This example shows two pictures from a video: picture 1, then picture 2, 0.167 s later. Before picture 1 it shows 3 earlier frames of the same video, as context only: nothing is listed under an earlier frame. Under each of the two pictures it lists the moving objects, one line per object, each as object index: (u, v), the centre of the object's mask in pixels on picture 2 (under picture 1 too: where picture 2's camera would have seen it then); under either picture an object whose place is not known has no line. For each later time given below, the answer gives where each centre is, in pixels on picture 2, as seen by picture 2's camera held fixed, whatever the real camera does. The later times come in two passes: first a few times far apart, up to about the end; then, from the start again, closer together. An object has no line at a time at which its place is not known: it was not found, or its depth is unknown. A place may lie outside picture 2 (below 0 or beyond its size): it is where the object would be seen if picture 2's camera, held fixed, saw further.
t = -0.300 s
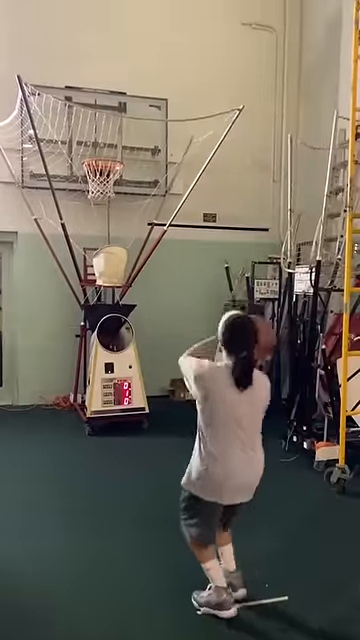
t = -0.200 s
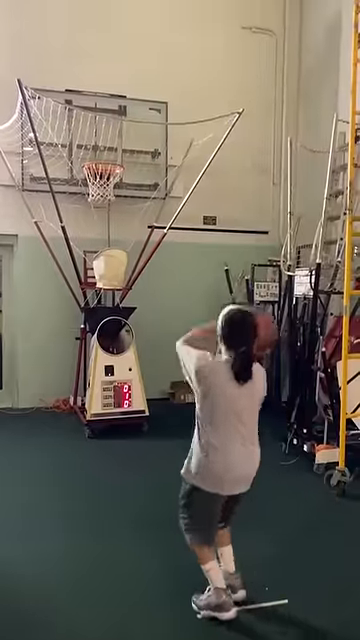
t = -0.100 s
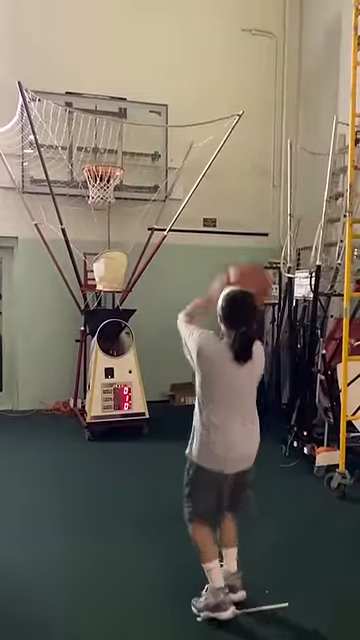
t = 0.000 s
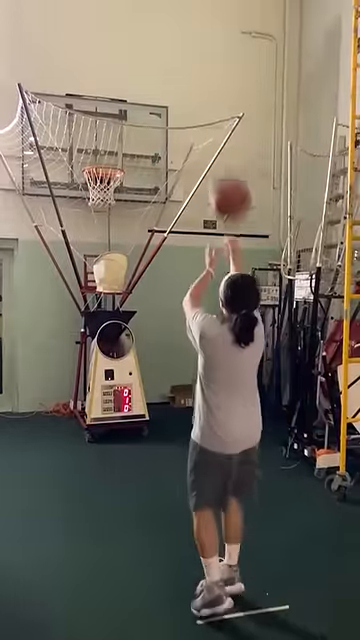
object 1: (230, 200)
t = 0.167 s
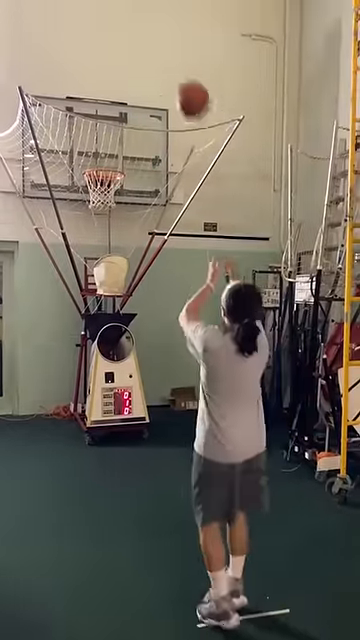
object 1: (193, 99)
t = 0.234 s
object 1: (181, 78)
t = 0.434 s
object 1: (152, 60)
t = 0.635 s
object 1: (131, 87)
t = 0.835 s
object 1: (115, 140)
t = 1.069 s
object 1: (105, 166)
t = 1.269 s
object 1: (102, 162)
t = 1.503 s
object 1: (107, 165)
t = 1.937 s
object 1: (109, 240)
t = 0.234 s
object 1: (181, 78)
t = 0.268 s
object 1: (175, 71)
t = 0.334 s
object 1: (165, 63)
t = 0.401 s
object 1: (156, 59)
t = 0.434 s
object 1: (152, 60)
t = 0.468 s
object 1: (148, 62)
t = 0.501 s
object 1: (145, 65)
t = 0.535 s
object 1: (141, 69)
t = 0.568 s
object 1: (137, 74)
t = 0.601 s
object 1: (134, 80)
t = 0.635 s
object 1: (131, 87)
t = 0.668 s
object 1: (128, 94)
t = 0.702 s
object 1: (125, 103)
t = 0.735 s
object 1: (121, 112)
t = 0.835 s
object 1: (115, 140)
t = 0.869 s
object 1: (113, 155)
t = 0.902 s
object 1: (109, 161)
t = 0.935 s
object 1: (106, 162)
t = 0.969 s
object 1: (105, 163)
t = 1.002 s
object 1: (104, 164)
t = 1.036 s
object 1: (105, 165)
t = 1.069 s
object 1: (105, 166)
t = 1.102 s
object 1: (105, 164)
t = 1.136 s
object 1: (104, 164)
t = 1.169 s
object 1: (104, 164)
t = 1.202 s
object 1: (102, 163)
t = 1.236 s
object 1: (102, 164)
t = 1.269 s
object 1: (102, 162)
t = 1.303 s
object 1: (103, 163)
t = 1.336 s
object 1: (102, 162)
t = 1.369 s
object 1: (104, 161)
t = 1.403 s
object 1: (104, 163)
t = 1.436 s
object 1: (105, 164)
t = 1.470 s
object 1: (107, 164)
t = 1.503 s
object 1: (107, 165)
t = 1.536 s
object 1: (106, 166)
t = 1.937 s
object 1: (109, 240)
